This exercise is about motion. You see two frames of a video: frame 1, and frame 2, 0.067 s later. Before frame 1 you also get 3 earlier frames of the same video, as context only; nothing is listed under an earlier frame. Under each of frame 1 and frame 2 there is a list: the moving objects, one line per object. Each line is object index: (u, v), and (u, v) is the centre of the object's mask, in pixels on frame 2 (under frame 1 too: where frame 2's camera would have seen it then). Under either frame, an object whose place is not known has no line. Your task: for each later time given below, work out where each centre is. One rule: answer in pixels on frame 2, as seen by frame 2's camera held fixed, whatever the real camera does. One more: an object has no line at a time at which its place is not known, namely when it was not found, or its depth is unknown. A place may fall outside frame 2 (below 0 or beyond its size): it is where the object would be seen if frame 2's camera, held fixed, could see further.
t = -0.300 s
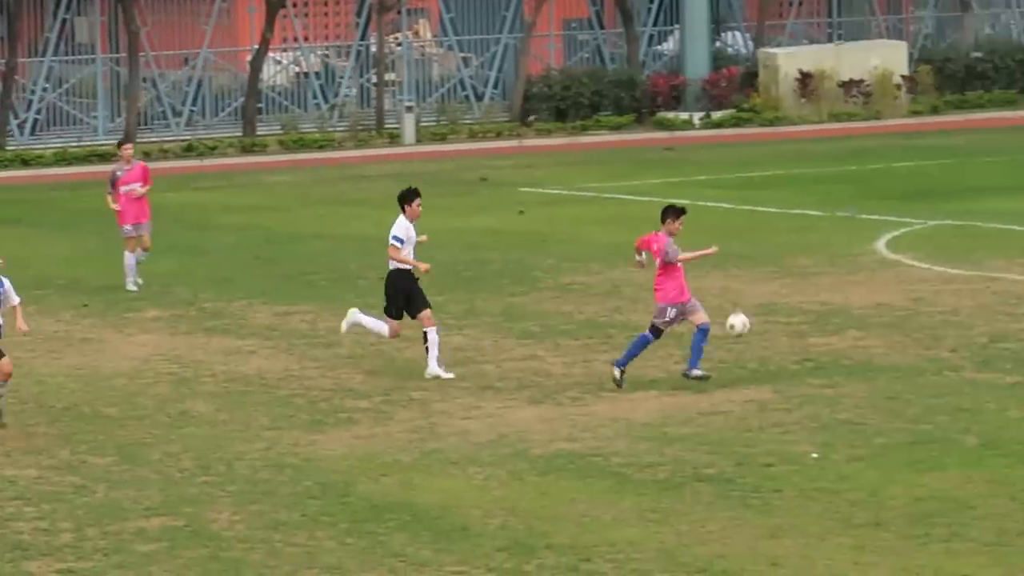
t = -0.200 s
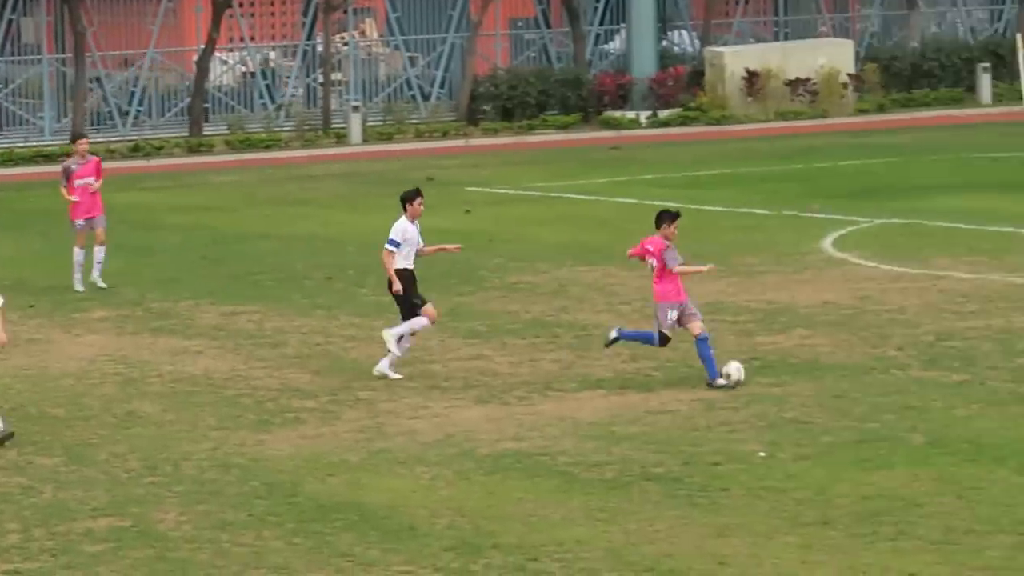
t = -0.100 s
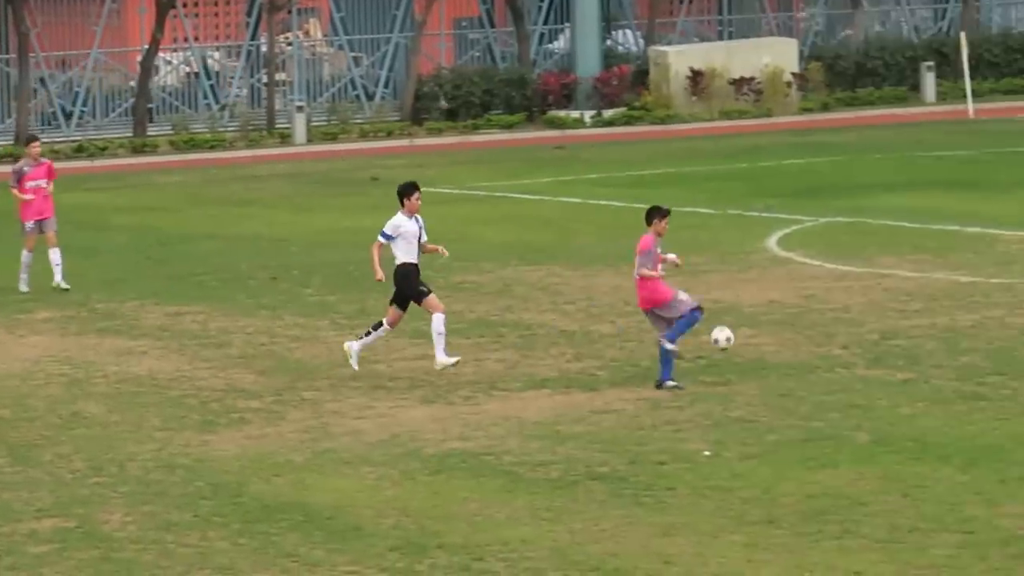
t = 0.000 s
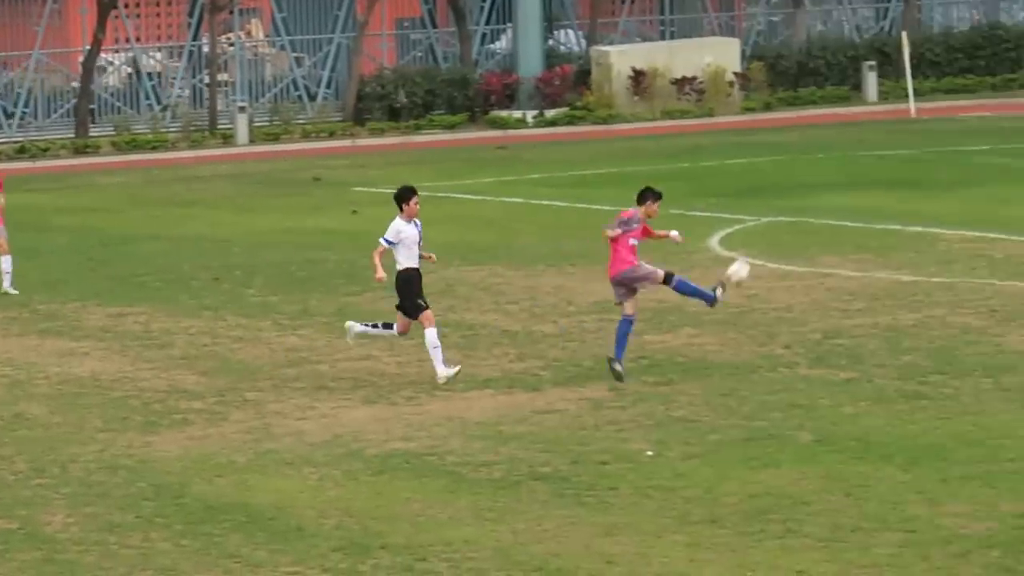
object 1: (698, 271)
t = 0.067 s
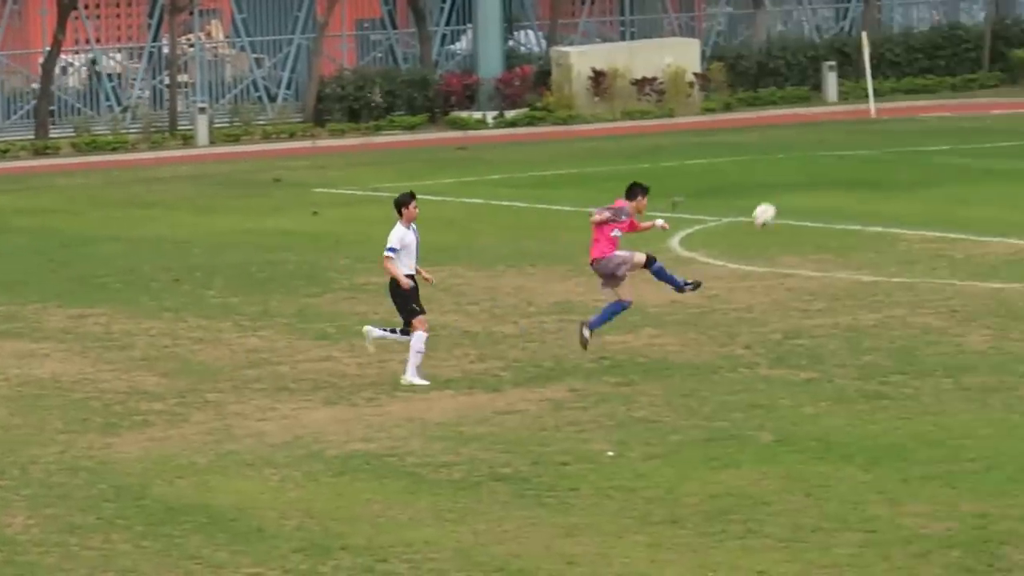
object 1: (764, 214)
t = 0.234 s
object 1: (919, 94)
